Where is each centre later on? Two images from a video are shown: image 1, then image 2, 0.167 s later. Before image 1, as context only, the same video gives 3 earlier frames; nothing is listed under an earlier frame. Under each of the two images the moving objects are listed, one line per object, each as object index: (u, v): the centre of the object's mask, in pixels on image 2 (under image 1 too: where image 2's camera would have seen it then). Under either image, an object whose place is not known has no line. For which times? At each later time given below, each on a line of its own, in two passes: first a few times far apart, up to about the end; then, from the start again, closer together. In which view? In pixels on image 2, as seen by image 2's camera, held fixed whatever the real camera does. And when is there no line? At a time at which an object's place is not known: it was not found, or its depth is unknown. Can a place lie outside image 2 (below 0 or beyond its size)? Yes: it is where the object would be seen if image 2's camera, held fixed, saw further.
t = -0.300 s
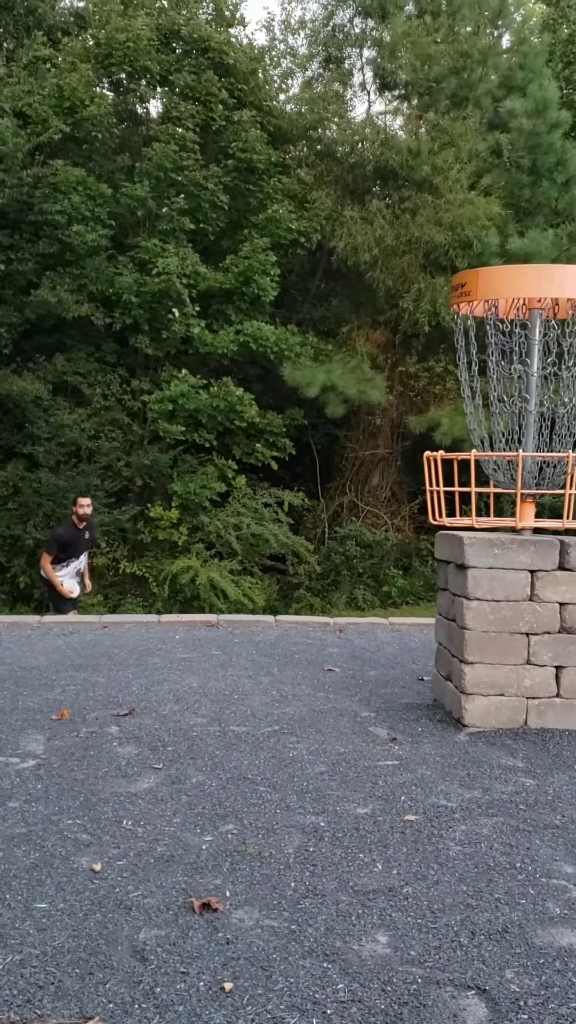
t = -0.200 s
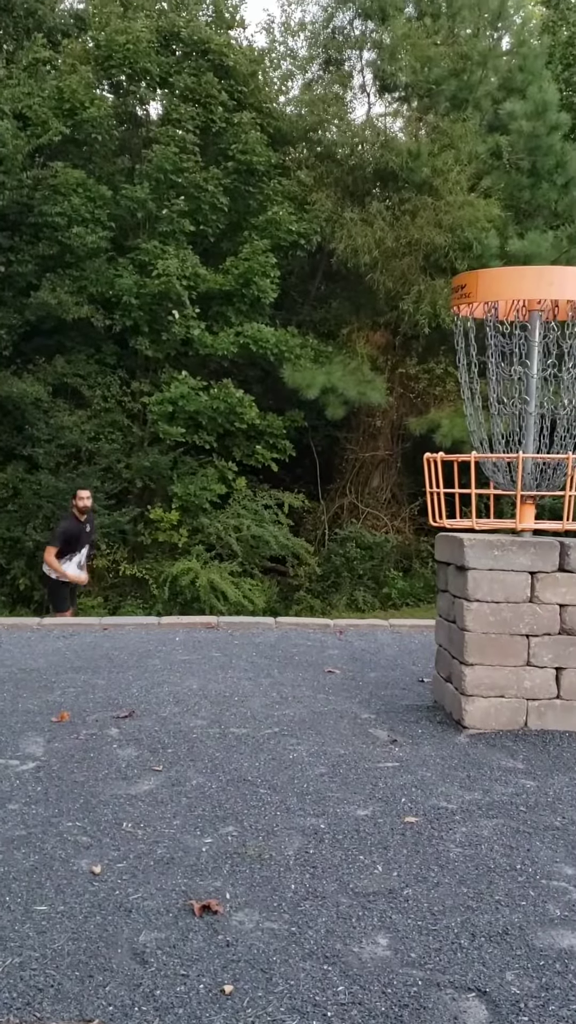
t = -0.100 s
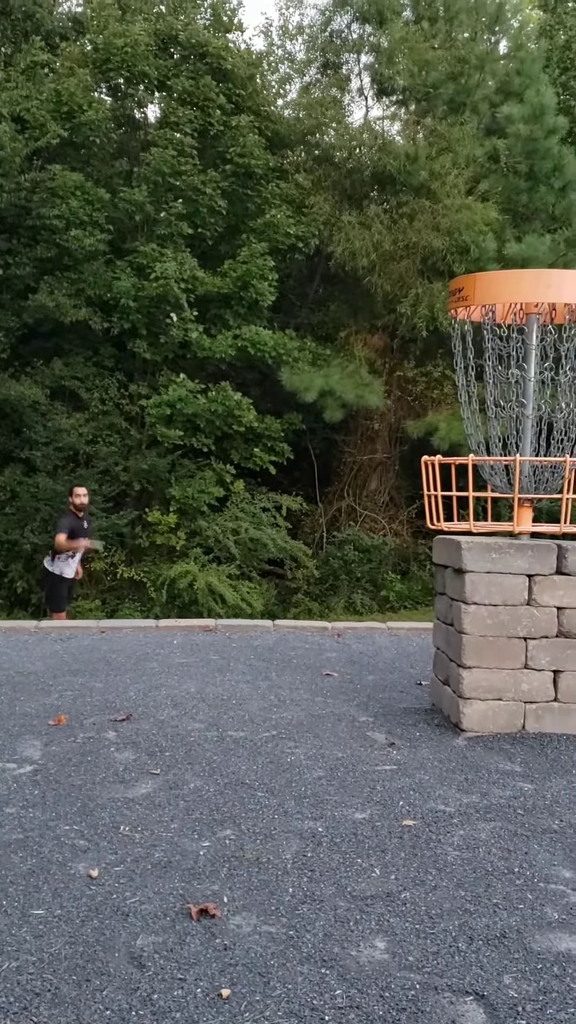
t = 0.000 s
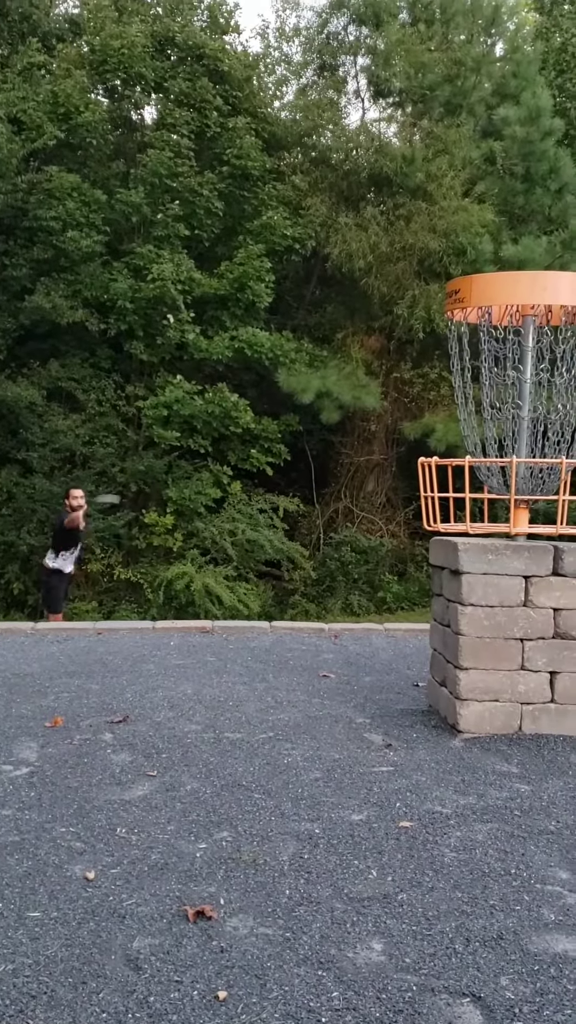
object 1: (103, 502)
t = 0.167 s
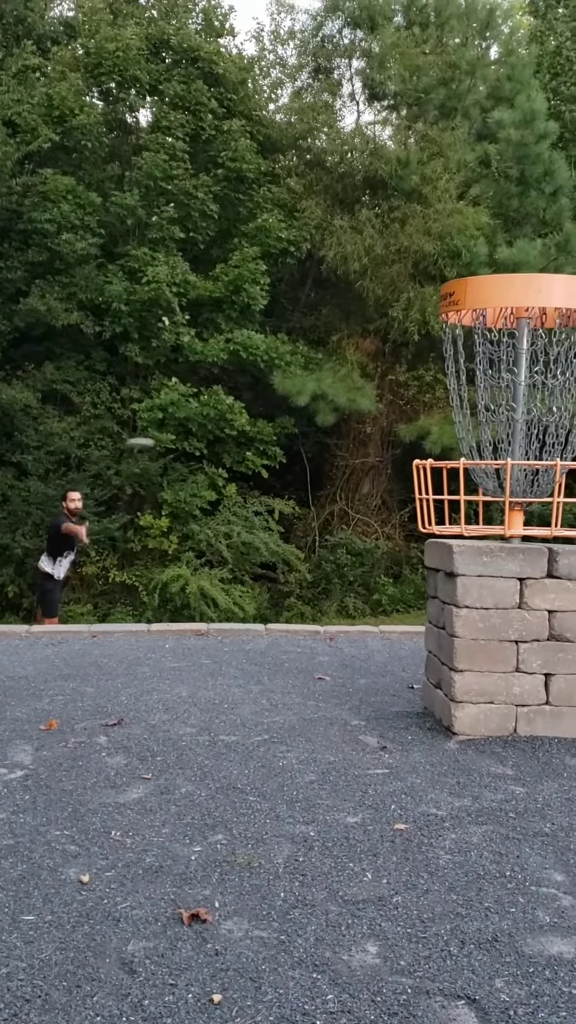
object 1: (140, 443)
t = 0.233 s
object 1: (159, 427)
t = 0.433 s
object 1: (229, 399)
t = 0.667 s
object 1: (359, 413)
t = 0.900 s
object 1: (486, 470)
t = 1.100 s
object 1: (475, 503)
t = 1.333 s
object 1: (475, 503)
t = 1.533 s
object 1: (475, 503)
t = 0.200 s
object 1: (149, 435)
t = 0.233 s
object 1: (159, 427)
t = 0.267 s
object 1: (168, 420)
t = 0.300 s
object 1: (178, 414)
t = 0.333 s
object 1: (189, 409)
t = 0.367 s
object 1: (202, 404)
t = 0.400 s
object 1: (214, 401)
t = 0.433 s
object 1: (229, 399)
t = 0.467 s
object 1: (244, 398)
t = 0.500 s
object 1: (259, 398)
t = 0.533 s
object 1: (276, 399)
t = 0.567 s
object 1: (294, 400)
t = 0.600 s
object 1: (313, 403)
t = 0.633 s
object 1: (334, 407)
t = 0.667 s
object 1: (359, 413)
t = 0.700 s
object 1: (385, 419)
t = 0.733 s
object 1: (411, 427)
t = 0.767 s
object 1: (436, 435)
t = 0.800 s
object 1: (459, 449)
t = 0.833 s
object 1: (484, 456)
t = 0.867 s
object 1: (485, 464)
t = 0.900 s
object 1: (486, 470)
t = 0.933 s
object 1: (486, 480)
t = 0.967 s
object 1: (485, 491)
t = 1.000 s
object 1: (481, 505)
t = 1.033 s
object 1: (475, 503)
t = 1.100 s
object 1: (475, 503)
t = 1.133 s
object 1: (475, 503)
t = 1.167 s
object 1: (475, 503)
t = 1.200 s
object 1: (475, 503)
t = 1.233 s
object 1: (475, 503)
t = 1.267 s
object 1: (475, 503)
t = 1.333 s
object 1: (475, 503)
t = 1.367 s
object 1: (475, 503)
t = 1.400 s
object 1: (475, 503)
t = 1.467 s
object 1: (475, 503)
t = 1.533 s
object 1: (475, 503)
